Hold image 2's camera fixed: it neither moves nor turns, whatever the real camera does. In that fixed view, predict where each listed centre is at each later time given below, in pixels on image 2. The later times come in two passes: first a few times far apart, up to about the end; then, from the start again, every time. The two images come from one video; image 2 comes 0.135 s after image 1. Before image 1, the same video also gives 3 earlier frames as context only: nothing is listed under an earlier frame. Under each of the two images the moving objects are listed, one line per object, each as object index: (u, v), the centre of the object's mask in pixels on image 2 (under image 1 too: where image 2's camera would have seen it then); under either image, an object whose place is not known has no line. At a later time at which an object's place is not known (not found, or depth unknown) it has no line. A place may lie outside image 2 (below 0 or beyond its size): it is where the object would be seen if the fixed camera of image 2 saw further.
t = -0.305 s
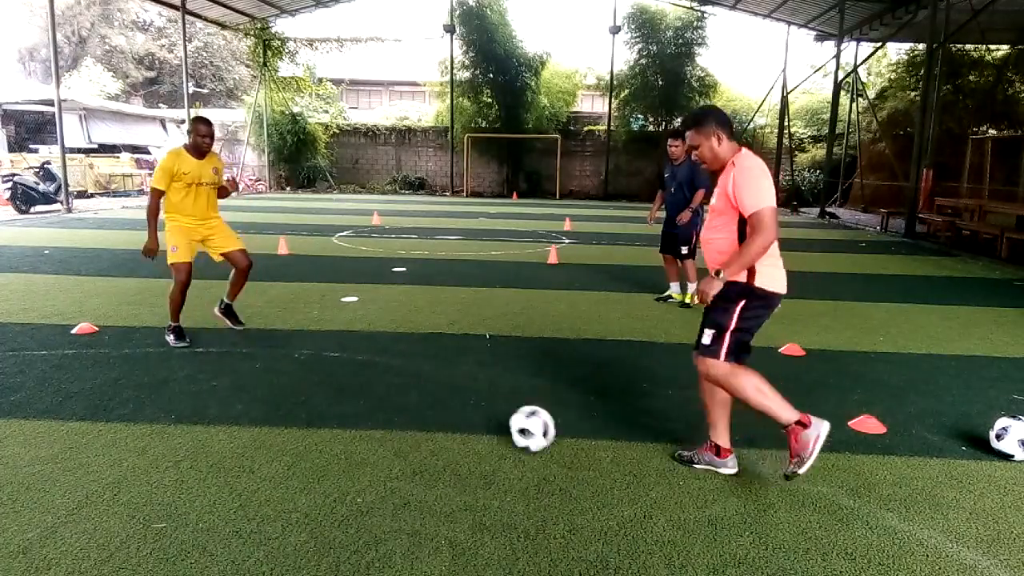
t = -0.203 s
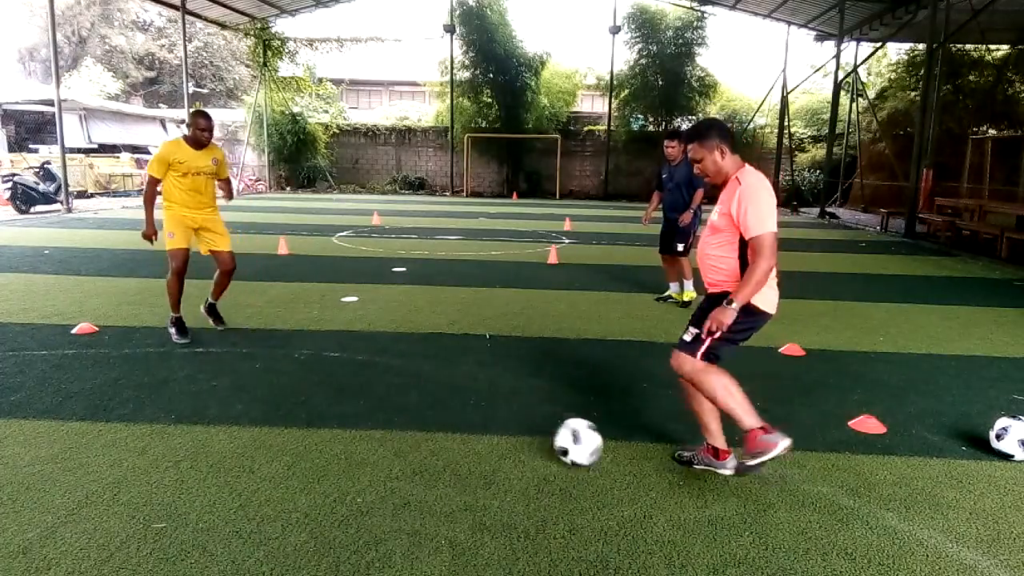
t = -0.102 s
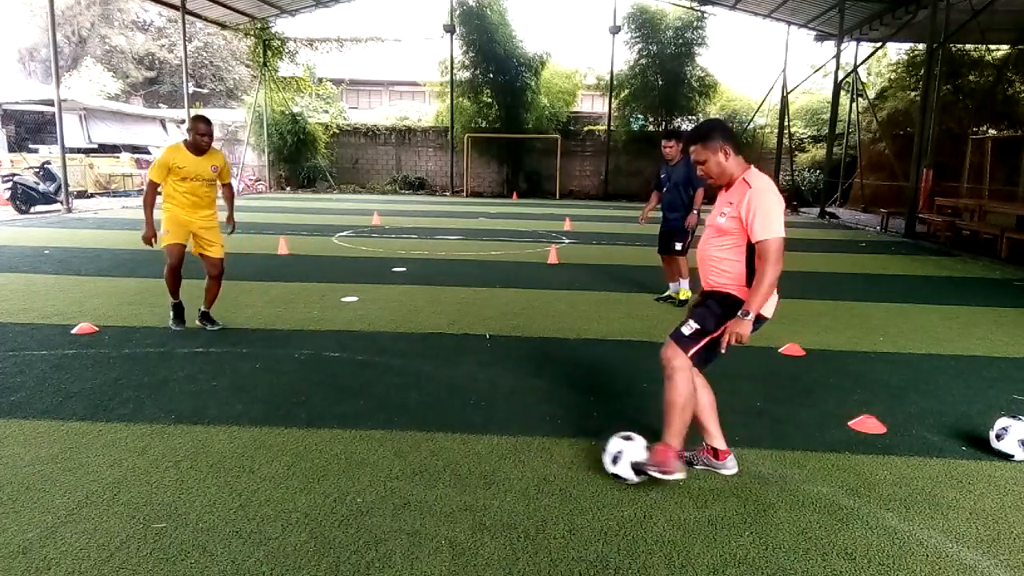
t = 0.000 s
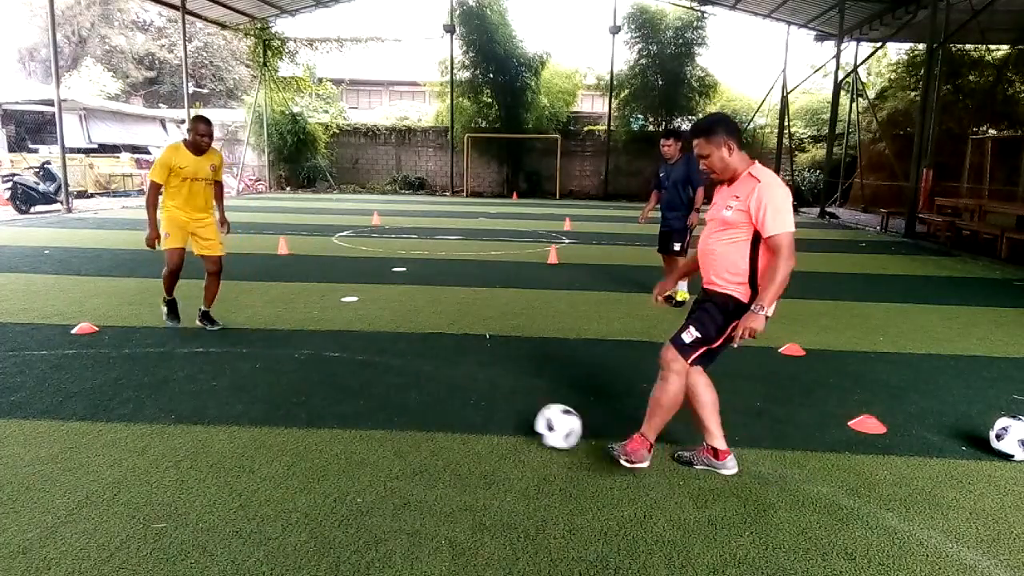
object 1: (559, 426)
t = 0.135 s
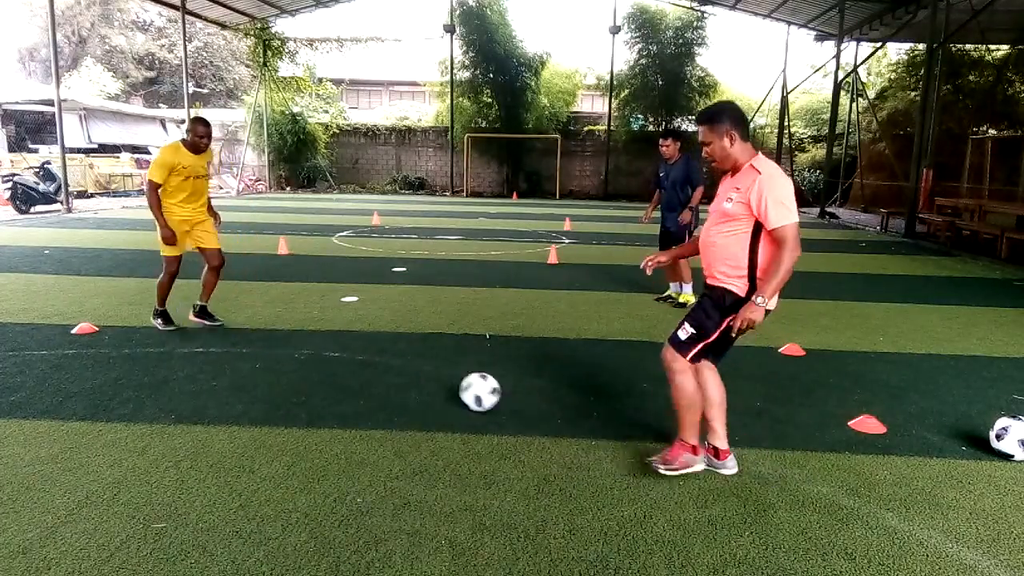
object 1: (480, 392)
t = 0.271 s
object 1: (424, 366)
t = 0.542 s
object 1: (357, 335)
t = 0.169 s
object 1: (464, 385)
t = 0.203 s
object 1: (450, 378)
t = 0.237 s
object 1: (436, 373)
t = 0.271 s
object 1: (424, 366)
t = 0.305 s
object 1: (414, 361)
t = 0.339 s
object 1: (404, 358)
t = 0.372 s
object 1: (395, 352)
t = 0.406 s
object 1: (387, 348)
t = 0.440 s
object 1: (379, 345)
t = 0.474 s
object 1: (371, 341)
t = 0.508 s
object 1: (364, 337)
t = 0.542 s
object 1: (357, 335)
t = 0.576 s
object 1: (351, 330)
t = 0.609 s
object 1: (344, 327)
